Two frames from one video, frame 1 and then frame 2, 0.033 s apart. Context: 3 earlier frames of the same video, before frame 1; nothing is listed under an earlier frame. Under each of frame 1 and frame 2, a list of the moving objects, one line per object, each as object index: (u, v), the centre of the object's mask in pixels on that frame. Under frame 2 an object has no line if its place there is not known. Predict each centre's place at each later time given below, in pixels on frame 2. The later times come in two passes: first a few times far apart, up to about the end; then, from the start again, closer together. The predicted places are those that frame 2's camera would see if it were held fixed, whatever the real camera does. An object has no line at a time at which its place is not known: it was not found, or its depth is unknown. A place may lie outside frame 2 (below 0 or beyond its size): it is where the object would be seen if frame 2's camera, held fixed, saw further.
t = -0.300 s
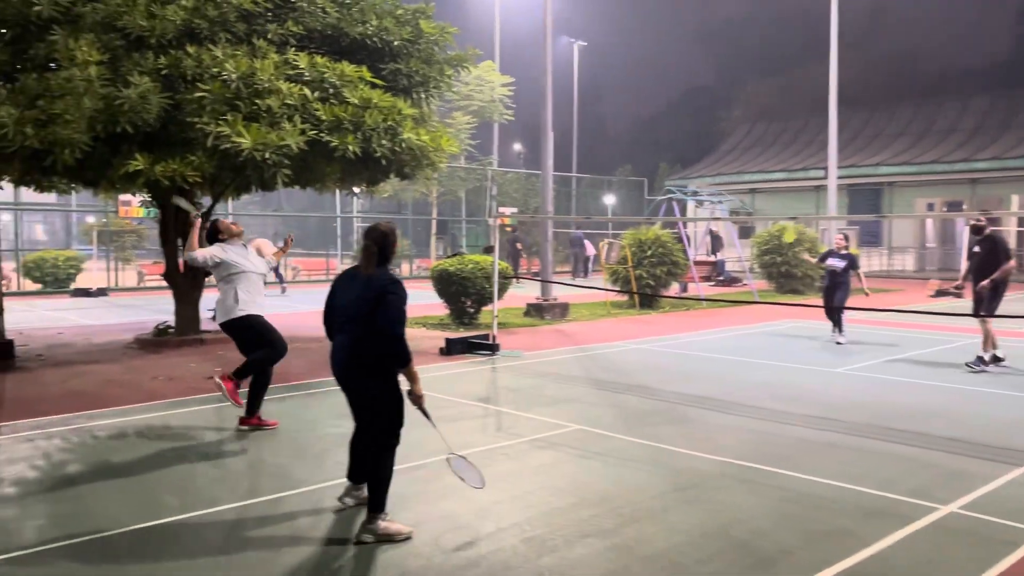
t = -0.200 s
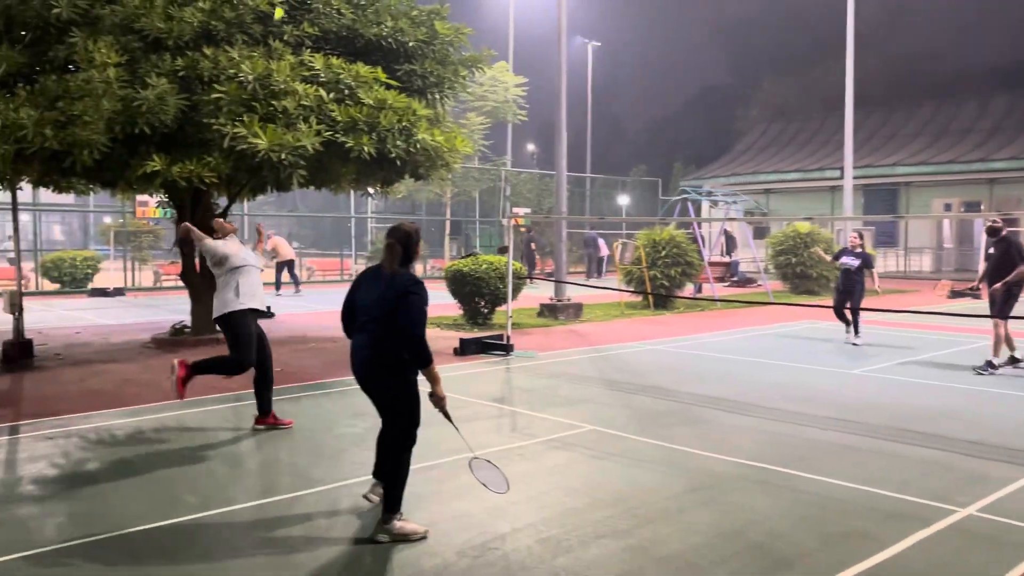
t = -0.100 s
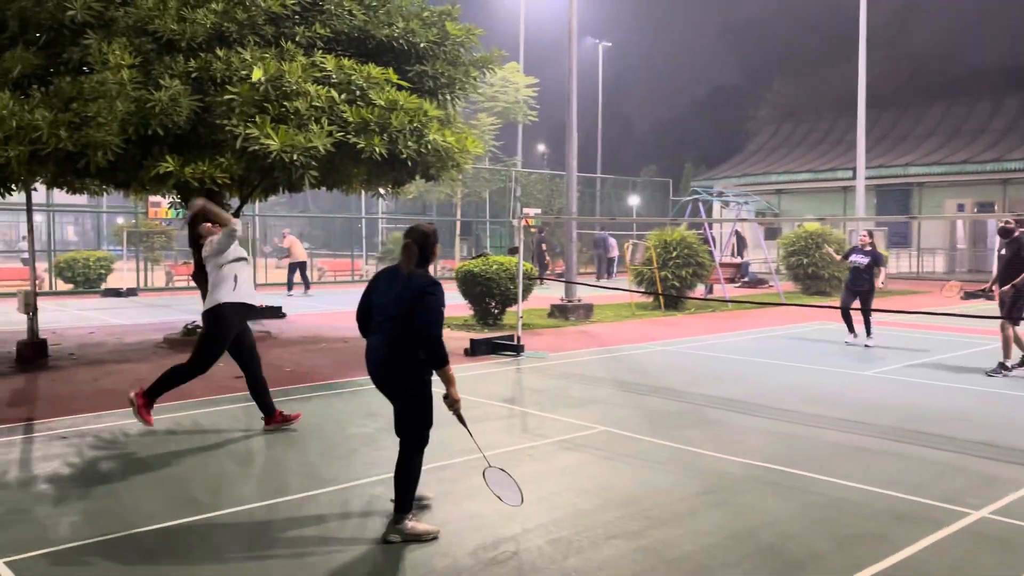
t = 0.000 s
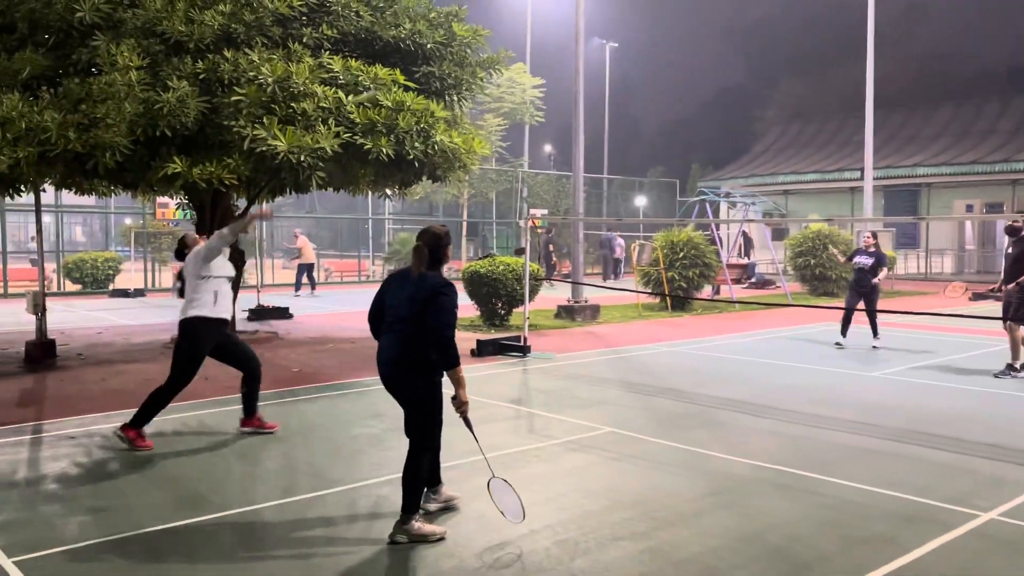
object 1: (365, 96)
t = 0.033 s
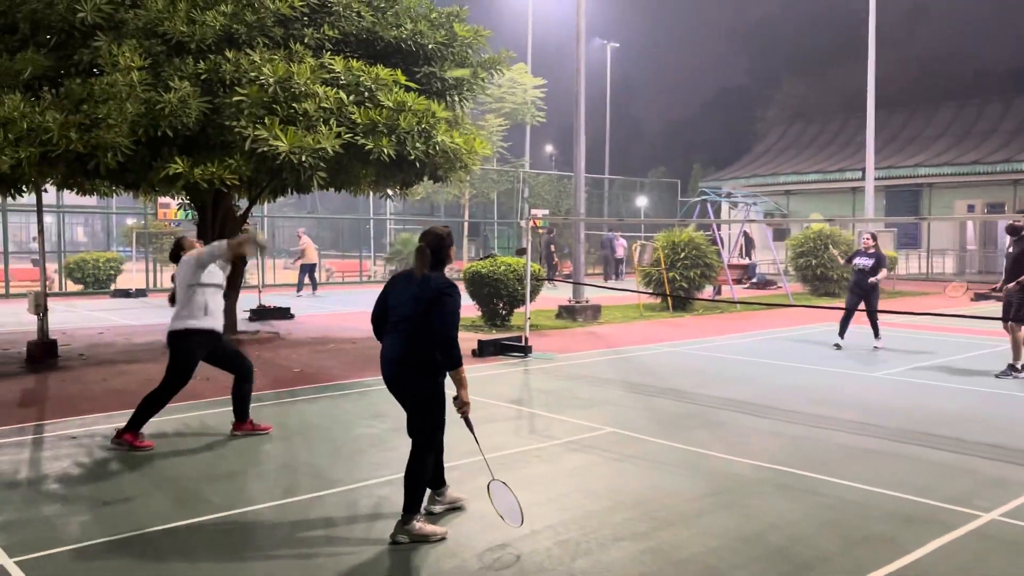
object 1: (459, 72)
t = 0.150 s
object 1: (642, 40)
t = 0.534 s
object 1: (850, 63)
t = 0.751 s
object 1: (903, 113)
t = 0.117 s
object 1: (603, 46)
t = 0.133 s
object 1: (624, 42)
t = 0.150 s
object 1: (642, 40)
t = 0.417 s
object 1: (811, 45)
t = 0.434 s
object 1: (817, 47)
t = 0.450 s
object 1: (823, 49)
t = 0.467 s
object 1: (829, 51)
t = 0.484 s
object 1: (835, 54)
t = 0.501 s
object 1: (840, 56)
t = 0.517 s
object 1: (845, 59)
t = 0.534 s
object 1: (850, 63)
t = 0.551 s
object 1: (856, 66)
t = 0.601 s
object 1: (869, 76)
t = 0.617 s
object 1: (874, 80)
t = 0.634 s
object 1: (877, 83)
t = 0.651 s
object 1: (882, 87)
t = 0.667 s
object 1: (885, 91)
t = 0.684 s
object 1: (889, 95)
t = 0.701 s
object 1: (893, 100)
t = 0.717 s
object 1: (897, 104)
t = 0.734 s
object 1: (900, 108)
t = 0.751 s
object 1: (903, 113)
